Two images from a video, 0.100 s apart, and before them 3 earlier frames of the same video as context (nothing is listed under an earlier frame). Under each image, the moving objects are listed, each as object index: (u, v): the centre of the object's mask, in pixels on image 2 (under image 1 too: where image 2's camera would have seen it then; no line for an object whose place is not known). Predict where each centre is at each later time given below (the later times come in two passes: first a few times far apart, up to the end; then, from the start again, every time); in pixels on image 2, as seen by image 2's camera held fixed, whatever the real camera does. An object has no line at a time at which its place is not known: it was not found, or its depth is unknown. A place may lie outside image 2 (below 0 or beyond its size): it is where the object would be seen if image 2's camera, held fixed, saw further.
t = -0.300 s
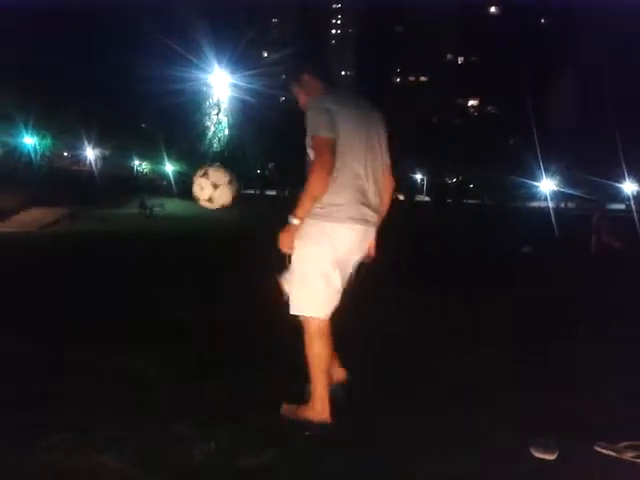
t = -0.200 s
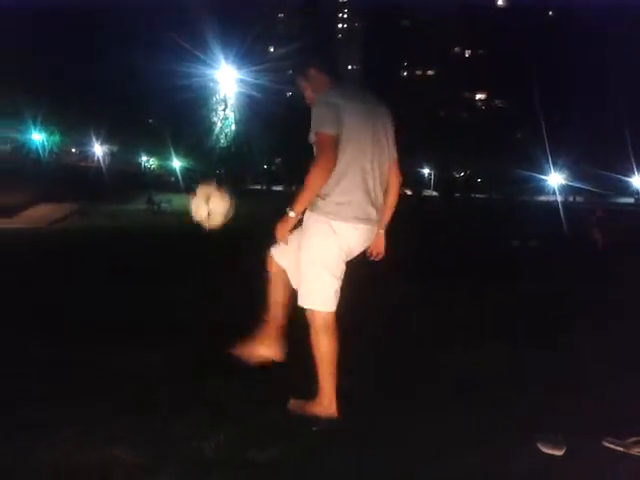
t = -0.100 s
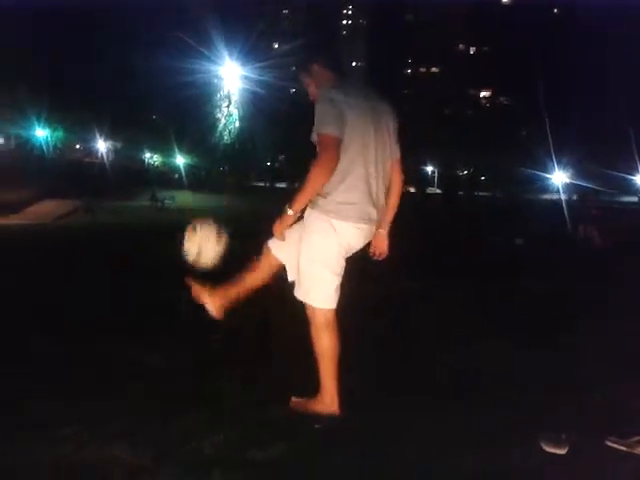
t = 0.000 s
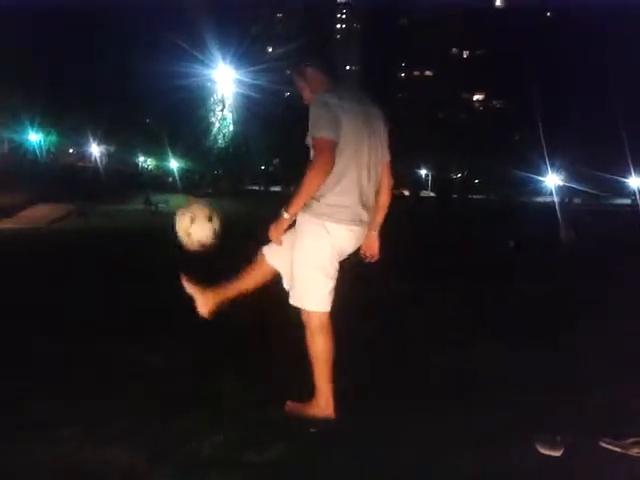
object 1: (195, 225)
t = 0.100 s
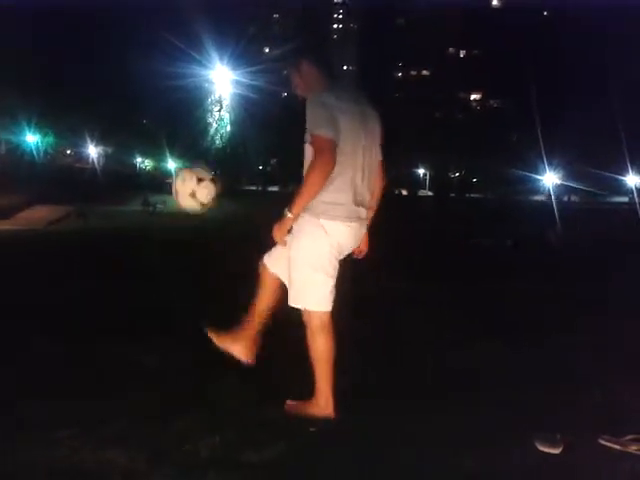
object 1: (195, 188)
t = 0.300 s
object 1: (192, 167)
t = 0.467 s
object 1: (191, 214)
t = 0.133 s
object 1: (194, 179)
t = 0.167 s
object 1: (194, 173)
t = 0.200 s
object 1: (193, 168)
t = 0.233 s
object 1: (193, 165)
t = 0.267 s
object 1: (192, 165)
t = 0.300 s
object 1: (192, 167)
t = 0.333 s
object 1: (192, 172)
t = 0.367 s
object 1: (192, 178)
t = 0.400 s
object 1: (192, 187)
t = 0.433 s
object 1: (191, 200)
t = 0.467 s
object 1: (191, 214)
